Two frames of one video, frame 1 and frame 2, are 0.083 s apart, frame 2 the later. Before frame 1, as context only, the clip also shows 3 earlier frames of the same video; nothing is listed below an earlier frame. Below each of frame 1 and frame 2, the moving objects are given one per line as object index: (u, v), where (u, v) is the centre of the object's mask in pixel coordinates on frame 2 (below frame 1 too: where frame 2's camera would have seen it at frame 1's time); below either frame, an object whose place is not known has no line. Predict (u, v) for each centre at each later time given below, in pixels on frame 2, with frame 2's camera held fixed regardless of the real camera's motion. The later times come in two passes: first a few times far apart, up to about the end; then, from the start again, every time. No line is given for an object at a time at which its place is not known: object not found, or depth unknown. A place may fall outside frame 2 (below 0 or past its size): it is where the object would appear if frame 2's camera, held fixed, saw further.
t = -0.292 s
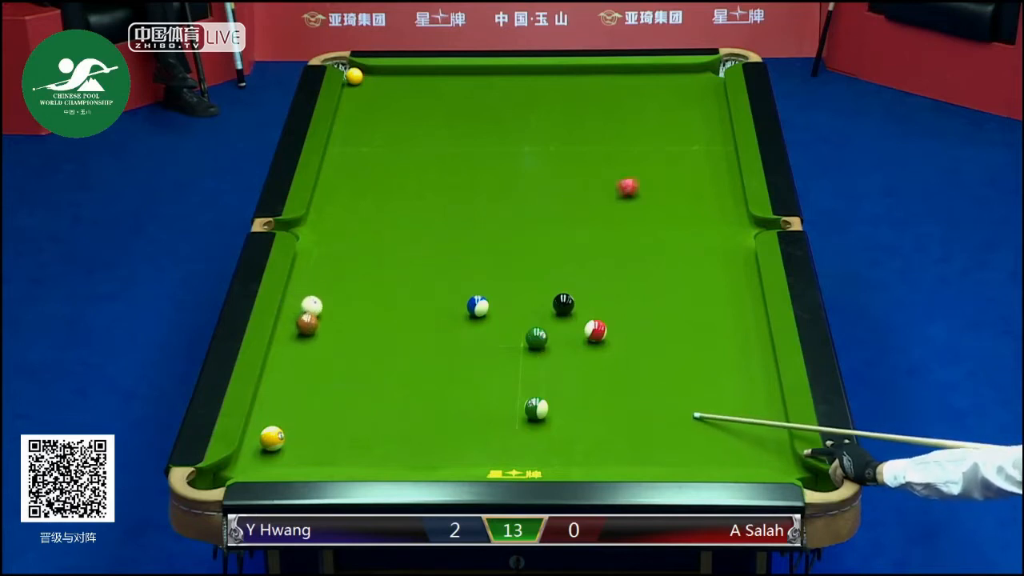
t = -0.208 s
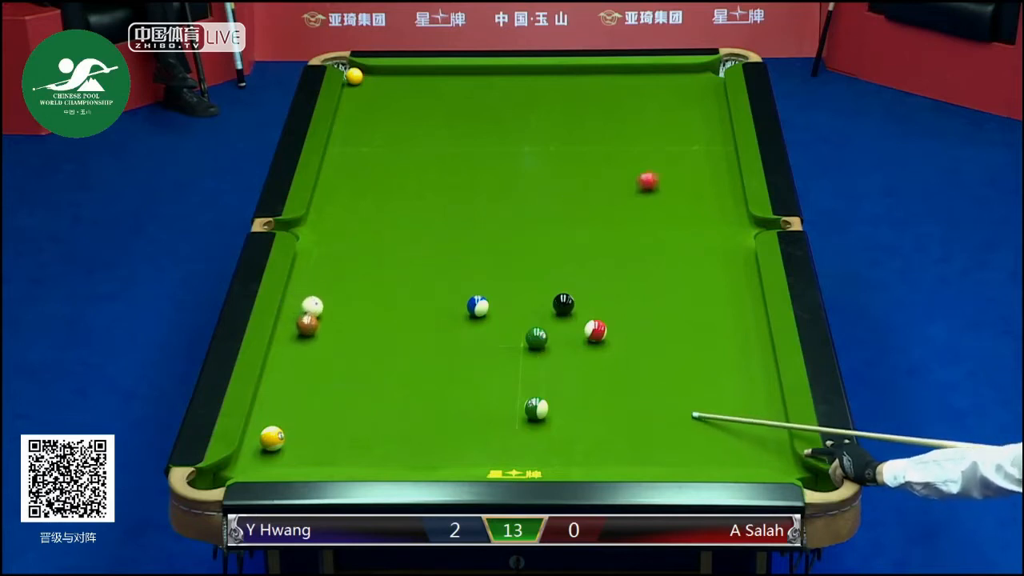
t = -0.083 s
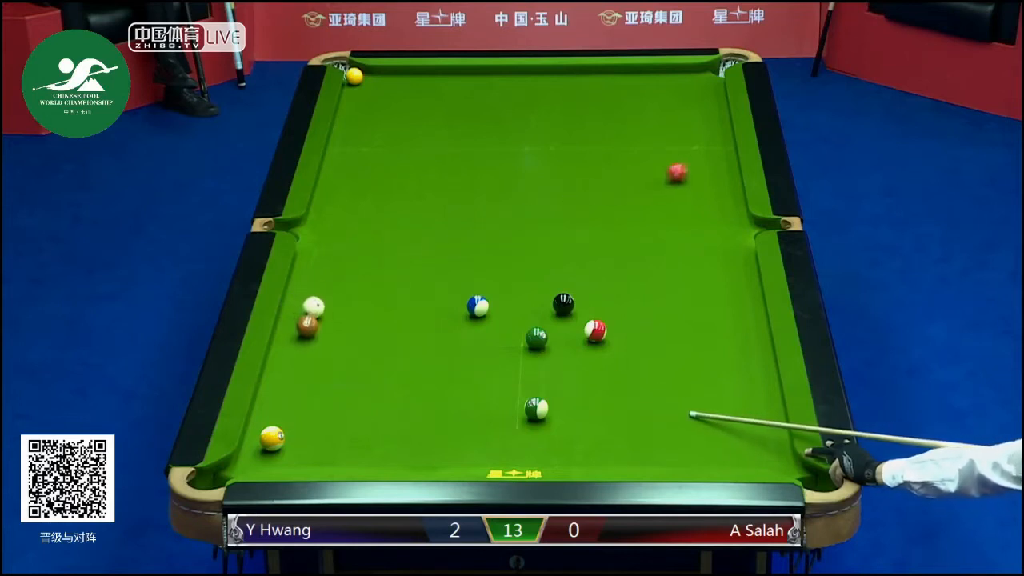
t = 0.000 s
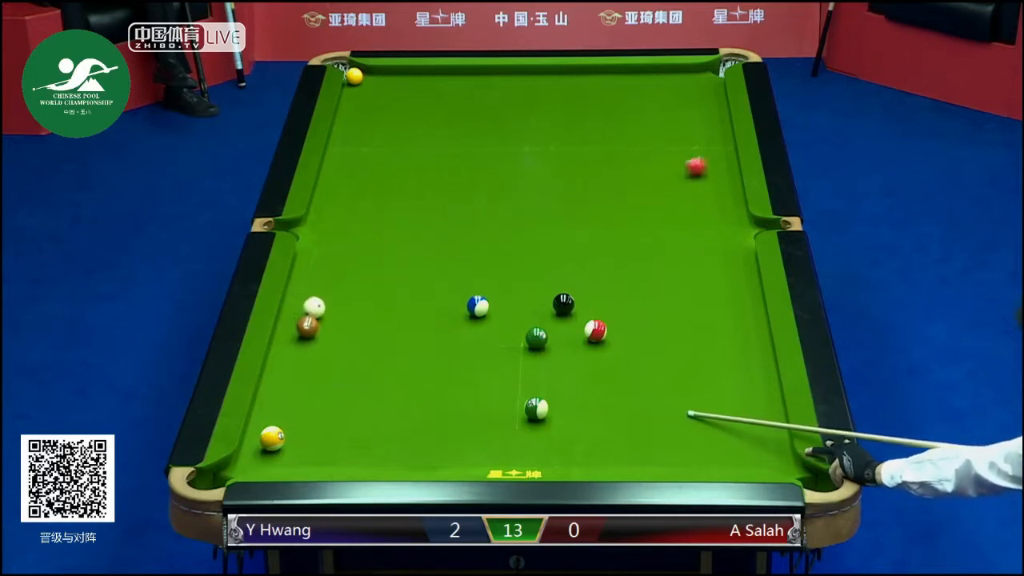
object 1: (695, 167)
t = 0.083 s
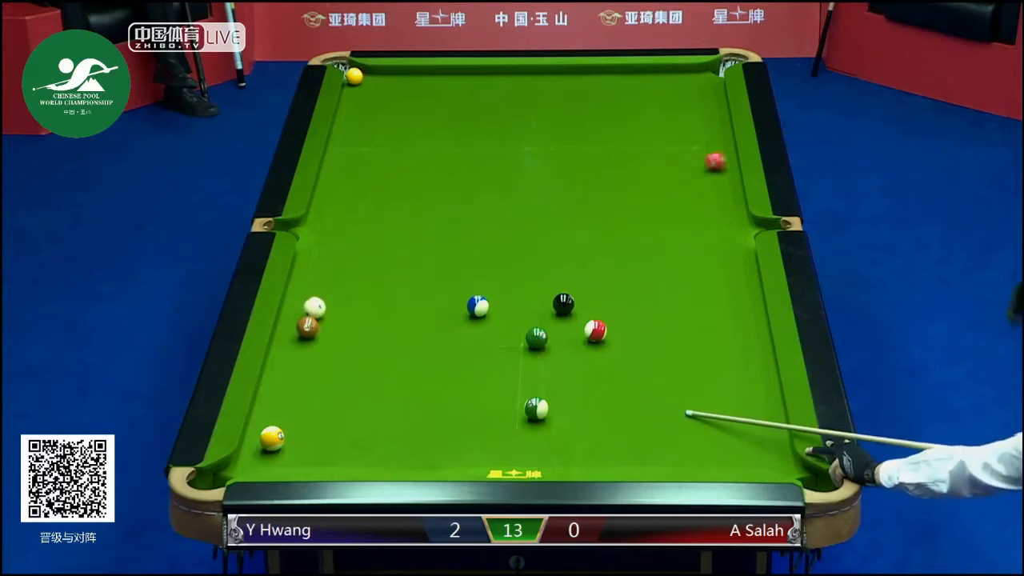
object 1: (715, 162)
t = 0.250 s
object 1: (713, 153)
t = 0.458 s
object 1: (686, 145)
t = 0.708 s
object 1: (653, 135)
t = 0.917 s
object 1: (631, 128)
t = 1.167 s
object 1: (607, 120)
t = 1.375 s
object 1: (587, 113)
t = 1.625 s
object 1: (566, 106)
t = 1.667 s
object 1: (562, 105)
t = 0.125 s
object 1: (724, 159)
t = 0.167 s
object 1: (727, 156)
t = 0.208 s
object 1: (720, 155)
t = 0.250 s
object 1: (713, 153)
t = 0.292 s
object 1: (707, 152)
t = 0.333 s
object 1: (701, 150)
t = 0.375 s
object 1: (696, 148)
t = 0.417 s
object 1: (691, 147)
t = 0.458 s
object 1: (686, 145)
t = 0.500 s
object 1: (682, 144)
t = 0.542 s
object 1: (677, 142)
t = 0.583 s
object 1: (672, 141)
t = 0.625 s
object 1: (667, 139)
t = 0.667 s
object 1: (663, 138)
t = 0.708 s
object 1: (653, 135)
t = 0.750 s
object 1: (649, 133)
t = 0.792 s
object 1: (645, 132)
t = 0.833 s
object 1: (640, 131)
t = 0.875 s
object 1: (636, 129)
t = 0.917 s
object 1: (631, 128)
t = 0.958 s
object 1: (627, 126)
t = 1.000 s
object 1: (623, 125)
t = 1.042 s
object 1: (619, 124)
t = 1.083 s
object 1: (615, 122)
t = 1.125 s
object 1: (611, 121)
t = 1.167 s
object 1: (607, 120)
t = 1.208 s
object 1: (603, 118)
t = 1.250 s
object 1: (599, 117)
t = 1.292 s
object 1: (595, 116)
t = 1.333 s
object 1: (591, 115)
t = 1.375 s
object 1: (587, 113)
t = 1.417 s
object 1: (584, 112)
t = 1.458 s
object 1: (580, 111)
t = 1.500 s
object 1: (576, 110)
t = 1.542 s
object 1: (572, 109)
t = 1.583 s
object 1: (569, 107)
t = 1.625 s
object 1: (566, 106)
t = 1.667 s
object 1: (562, 105)
